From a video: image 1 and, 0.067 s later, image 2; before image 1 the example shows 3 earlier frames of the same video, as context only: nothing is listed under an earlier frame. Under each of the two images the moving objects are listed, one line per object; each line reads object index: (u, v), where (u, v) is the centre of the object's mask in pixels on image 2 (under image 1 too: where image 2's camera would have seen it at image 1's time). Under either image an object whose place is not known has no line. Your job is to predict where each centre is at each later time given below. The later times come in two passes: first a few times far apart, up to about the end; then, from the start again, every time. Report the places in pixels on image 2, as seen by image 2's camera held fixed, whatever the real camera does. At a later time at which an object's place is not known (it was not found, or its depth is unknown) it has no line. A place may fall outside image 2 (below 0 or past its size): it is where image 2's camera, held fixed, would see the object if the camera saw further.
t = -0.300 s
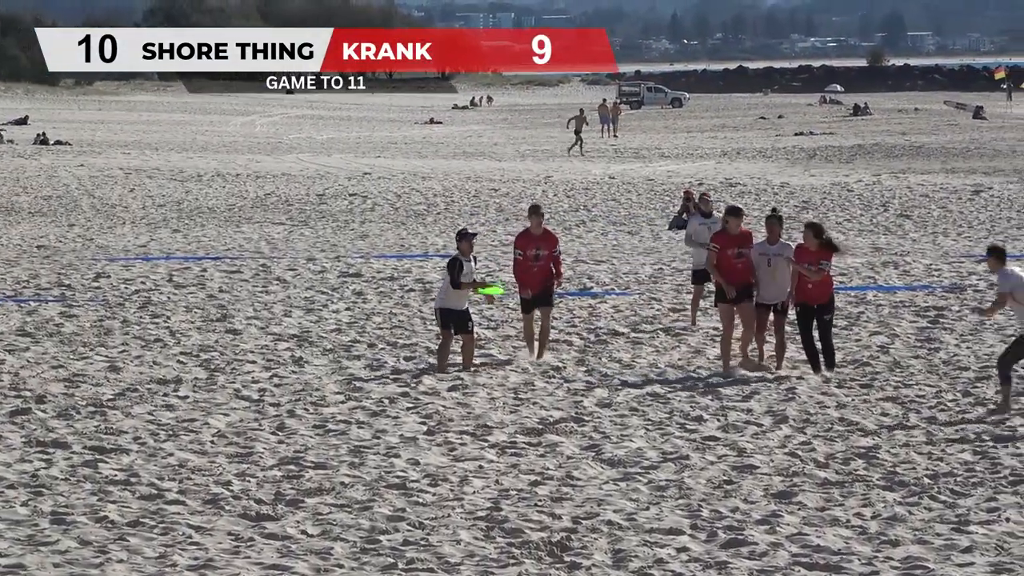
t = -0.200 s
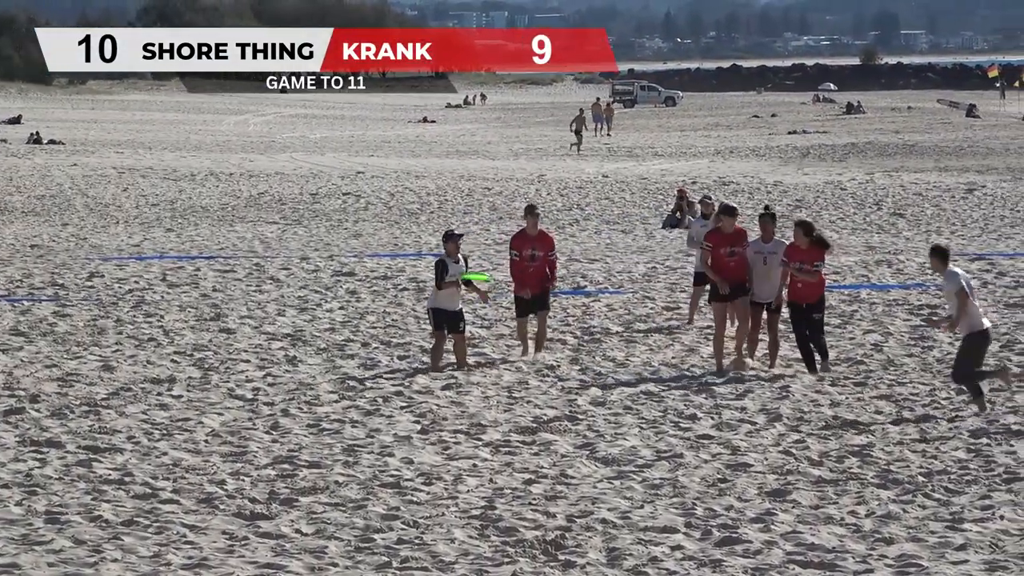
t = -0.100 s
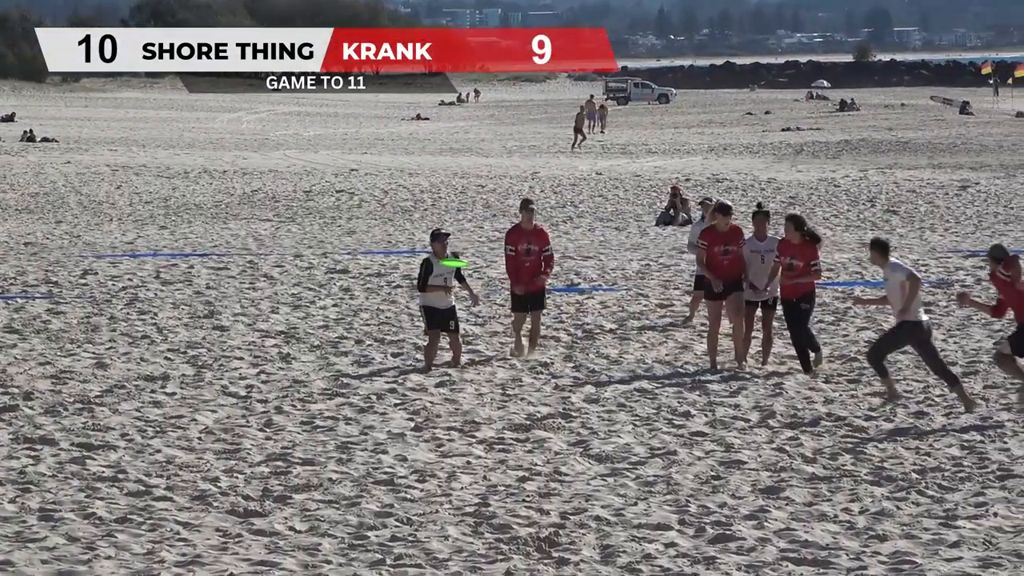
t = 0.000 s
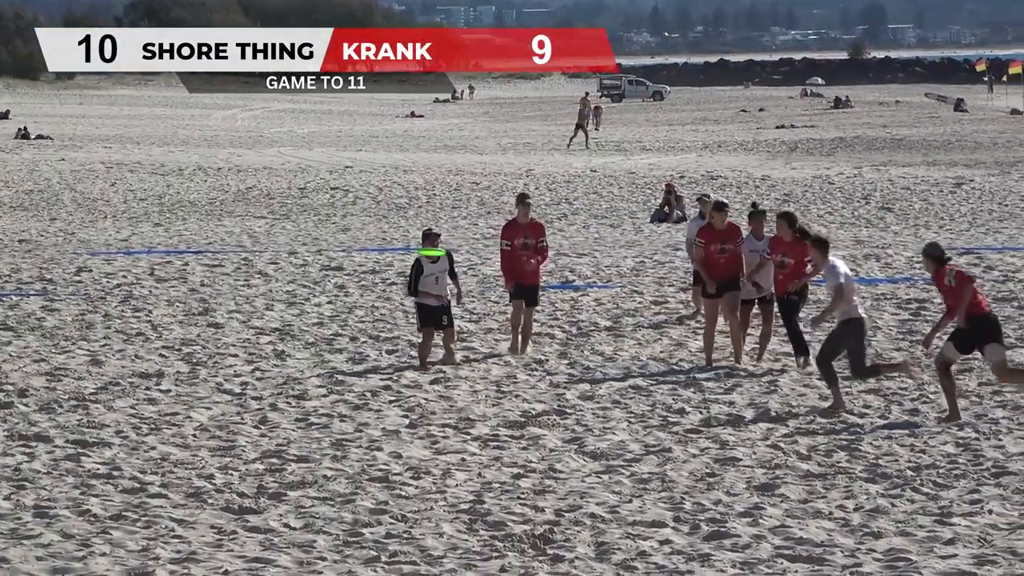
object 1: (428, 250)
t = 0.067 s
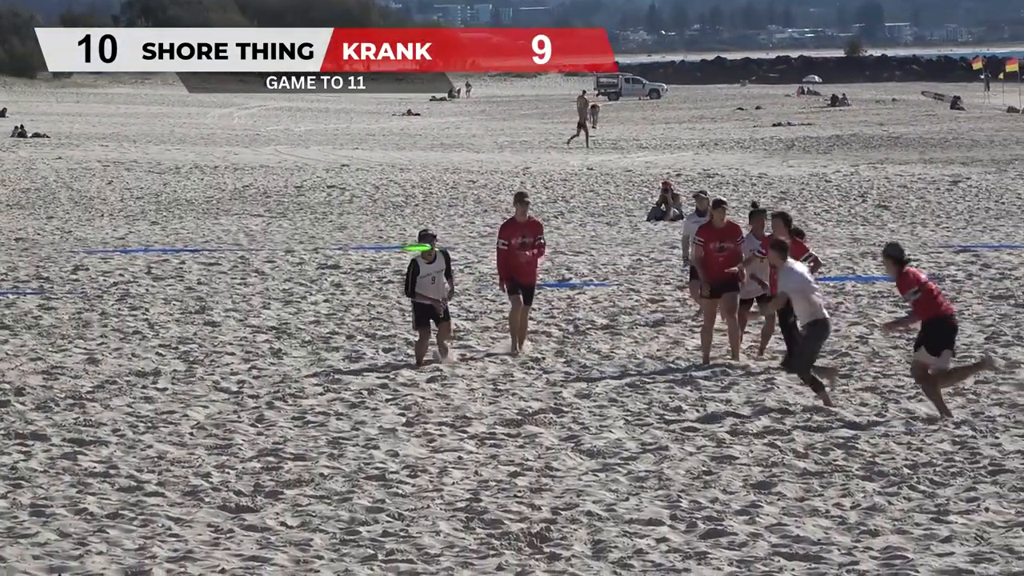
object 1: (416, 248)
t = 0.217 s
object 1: (385, 248)
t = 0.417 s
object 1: (344, 252)
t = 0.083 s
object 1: (412, 247)
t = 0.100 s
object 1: (409, 247)
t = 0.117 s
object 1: (406, 247)
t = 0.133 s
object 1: (402, 247)
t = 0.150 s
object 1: (401, 247)
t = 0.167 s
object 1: (396, 248)
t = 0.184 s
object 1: (392, 247)
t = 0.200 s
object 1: (389, 248)
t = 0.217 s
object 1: (385, 248)
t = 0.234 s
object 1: (382, 248)
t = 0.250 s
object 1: (378, 247)
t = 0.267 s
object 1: (375, 248)
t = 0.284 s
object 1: (372, 249)
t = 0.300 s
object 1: (367, 250)
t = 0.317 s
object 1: (366, 250)
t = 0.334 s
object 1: (364, 251)
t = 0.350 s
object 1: (358, 252)
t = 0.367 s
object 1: (356, 253)
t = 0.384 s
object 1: (352, 254)
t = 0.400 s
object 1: (349, 252)
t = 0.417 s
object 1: (344, 252)
